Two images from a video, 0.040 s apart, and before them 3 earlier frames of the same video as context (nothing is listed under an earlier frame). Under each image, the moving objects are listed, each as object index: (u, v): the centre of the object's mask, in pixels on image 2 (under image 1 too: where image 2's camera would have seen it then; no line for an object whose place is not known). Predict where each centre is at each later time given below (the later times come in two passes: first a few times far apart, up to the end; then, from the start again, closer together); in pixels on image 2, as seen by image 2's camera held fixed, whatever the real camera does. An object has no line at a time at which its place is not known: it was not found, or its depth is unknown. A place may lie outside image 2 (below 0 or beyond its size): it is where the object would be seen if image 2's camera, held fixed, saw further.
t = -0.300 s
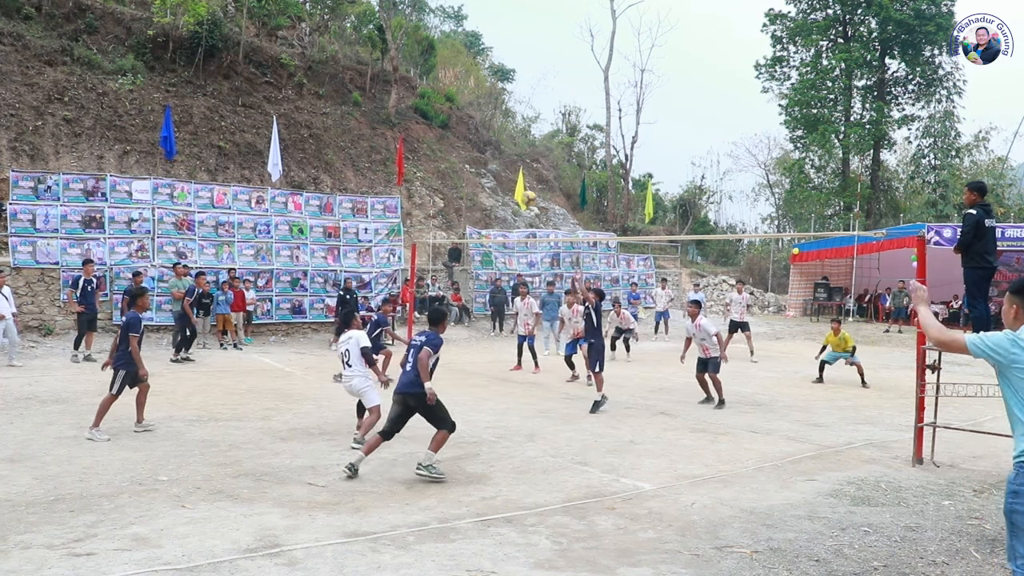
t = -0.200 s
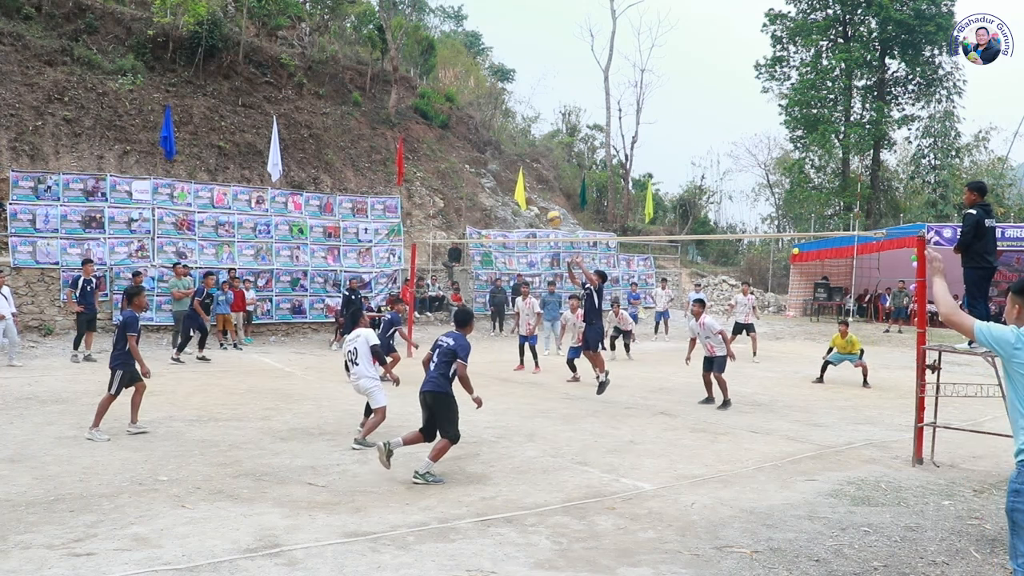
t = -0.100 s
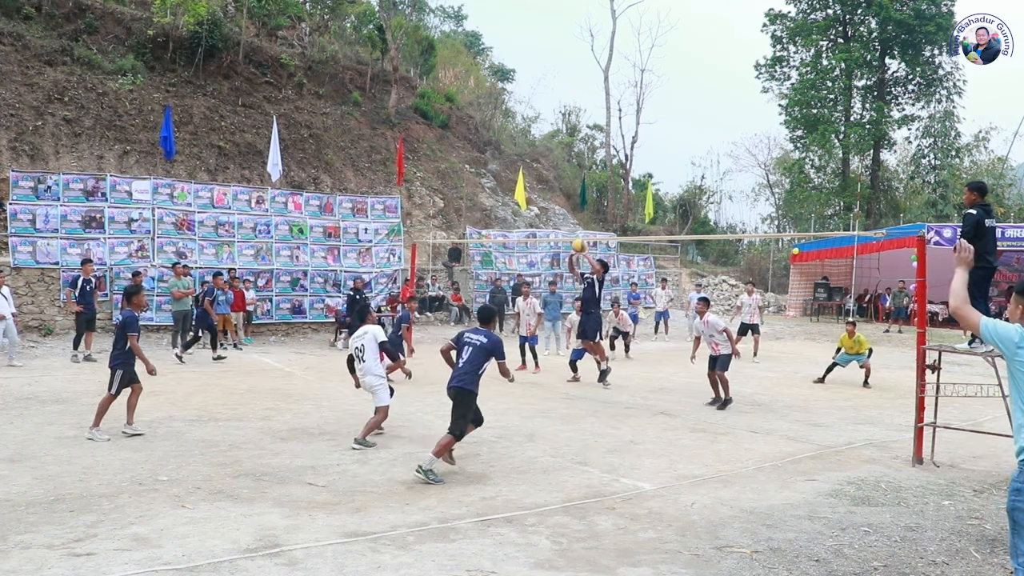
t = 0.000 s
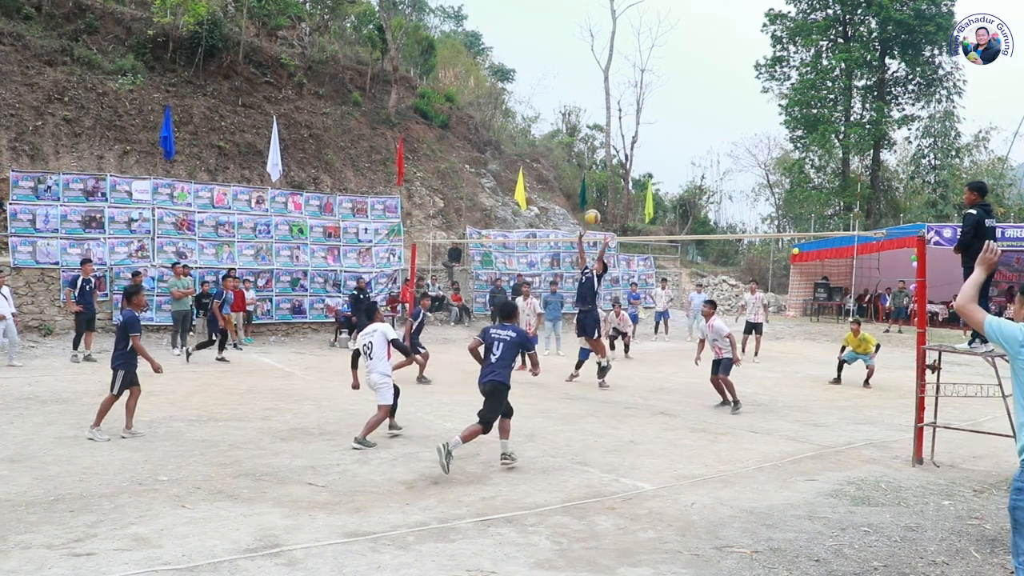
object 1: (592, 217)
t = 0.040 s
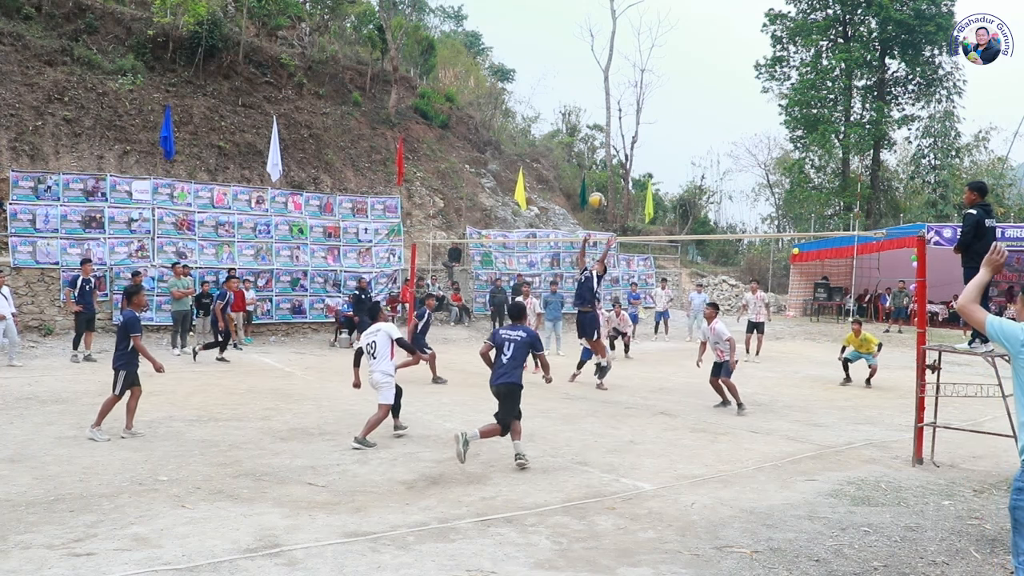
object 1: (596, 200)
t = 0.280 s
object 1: (621, 123)
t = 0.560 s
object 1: (651, 87)
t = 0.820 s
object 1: (679, 107)
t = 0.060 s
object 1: (598, 192)
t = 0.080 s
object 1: (600, 184)
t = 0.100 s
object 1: (602, 176)
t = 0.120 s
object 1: (604, 169)
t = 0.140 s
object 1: (606, 162)
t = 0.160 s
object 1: (608, 156)
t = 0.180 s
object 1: (610, 150)
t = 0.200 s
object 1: (612, 144)
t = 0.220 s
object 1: (614, 139)
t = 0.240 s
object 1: (616, 133)
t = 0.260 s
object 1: (619, 128)
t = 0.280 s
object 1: (621, 123)
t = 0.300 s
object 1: (623, 119)
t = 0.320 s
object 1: (625, 115)
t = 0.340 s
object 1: (626, 111)
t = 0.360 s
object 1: (629, 107)
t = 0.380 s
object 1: (631, 104)
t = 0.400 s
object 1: (634, 101)
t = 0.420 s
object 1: (636, 98)
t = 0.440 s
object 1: (638, 96)
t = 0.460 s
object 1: (640, 93)
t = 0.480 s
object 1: (642, 92)
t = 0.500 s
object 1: (644, 90)
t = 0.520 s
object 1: (647, 89)
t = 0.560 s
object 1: (651, 87)
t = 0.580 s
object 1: (653, 87)
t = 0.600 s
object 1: (655, 87)
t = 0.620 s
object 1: (657, 87)
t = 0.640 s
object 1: (659, 87)
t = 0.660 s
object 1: (661, 88)
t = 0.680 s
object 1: (663, 89)
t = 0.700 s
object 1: (666, 91)
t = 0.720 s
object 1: (668, 93)
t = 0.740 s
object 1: (670, 95)
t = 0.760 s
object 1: (672, 97)
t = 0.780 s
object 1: (674, 100)
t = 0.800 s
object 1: (676, 103)
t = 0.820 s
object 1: (679, 107)
